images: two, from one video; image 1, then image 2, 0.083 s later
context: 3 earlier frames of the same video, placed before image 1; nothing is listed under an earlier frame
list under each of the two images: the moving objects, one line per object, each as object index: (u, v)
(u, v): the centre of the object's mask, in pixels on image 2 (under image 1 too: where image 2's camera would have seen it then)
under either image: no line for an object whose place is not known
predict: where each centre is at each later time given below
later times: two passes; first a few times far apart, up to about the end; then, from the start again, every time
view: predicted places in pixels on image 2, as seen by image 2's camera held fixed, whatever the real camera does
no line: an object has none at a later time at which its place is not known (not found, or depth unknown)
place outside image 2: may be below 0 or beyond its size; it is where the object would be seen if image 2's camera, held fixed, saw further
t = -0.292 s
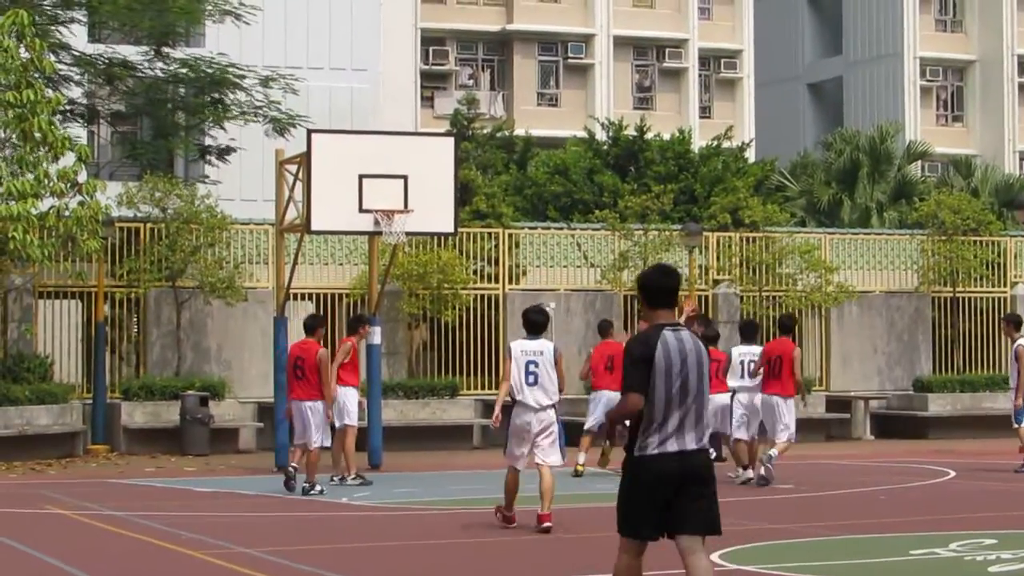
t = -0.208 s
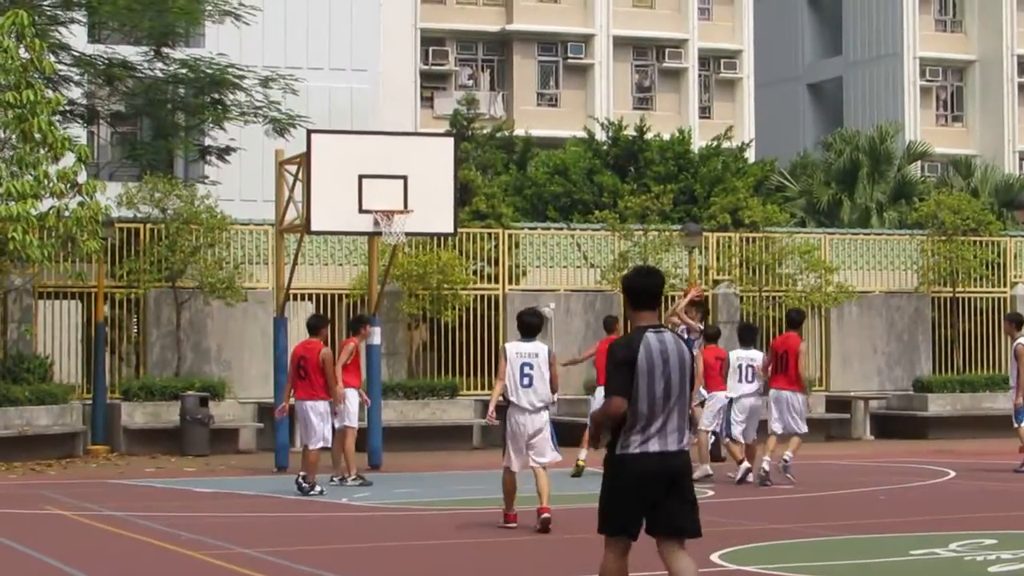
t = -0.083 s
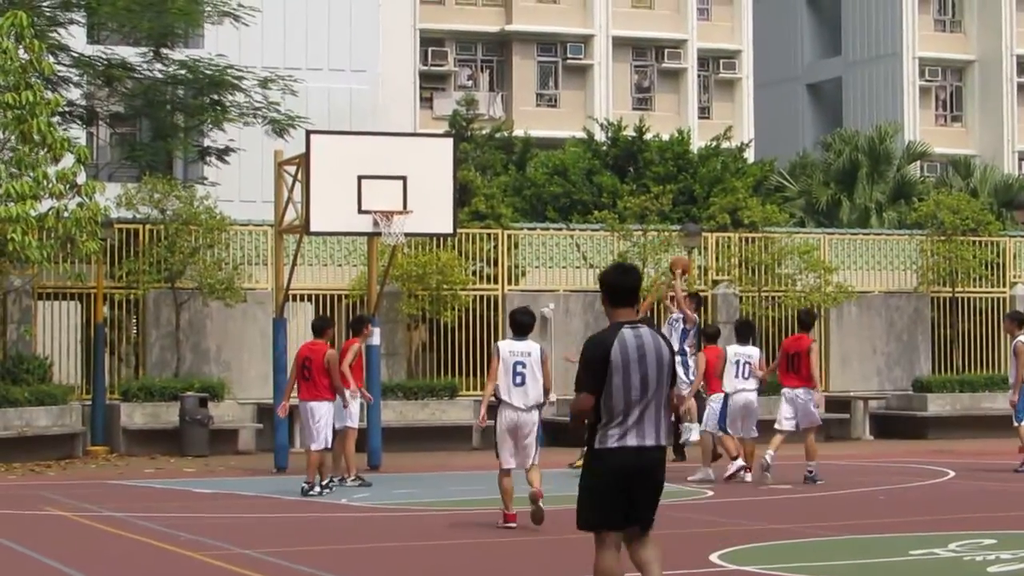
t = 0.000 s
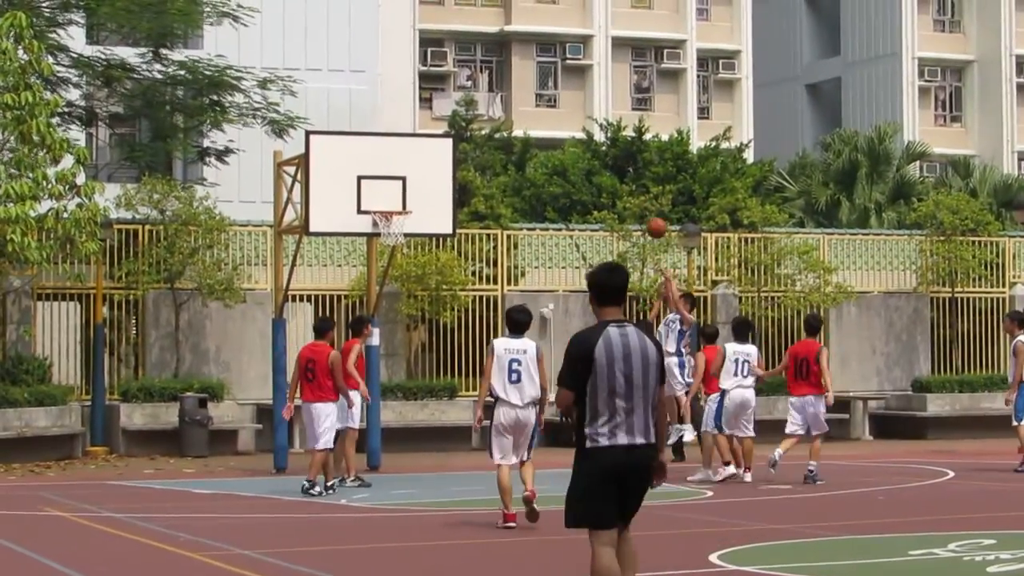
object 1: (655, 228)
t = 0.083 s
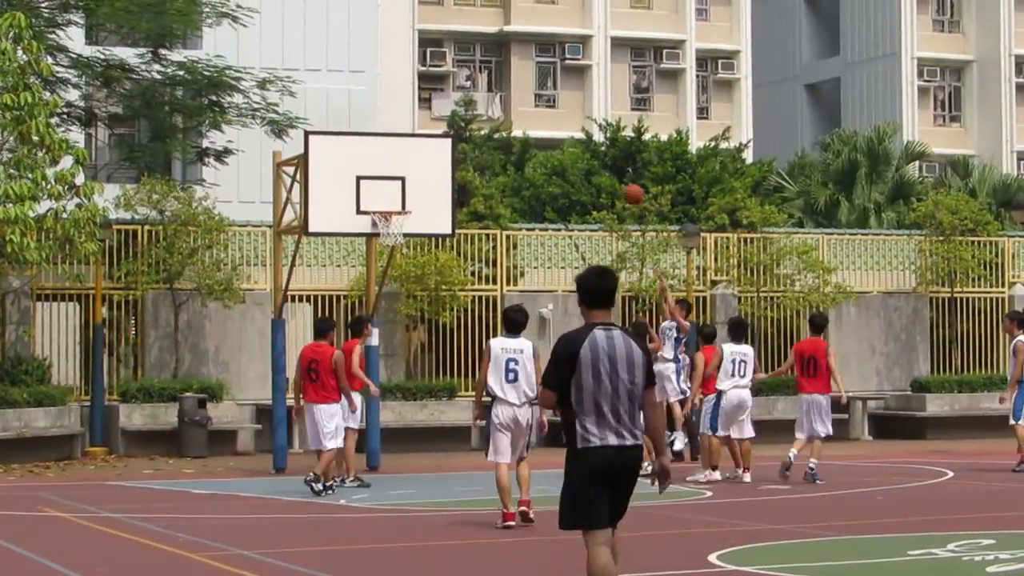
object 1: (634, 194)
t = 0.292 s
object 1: (576, 135)
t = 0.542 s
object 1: (506, 111)
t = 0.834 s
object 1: (427, 149)
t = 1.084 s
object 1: (396, 200)
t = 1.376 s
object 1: (462, 223)
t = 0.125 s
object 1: (622, 178)
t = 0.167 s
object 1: (610, 166)
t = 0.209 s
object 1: (599, 154)
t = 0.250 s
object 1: (586, 144)
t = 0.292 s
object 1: (576, 135)
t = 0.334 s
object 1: (564, 127)
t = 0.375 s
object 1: (552, 121)
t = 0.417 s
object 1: (540, 116)
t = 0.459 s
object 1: (529, 113)
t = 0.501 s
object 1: (518, 111)
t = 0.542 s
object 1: (506, 111)
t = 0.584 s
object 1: (495, 112)
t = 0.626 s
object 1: (483, 114)
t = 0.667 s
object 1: (472, 117)
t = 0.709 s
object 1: (461, 123)
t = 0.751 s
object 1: (450, 130)
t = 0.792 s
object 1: (439, 138)
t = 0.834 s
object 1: (427, 149)
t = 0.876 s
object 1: (415, 160)
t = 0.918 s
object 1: (404, 173)
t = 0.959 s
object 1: (393, 187)
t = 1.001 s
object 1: (381, 201)
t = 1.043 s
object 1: (386, 202)
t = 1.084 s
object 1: (396, 200)
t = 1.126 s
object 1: (405, 199)
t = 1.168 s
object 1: (413, 199)
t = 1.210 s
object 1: (424, 201)
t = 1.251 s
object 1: (433, 204)
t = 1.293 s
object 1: (443, 209)
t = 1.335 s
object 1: (452, 216)
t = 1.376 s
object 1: (462, 223)
